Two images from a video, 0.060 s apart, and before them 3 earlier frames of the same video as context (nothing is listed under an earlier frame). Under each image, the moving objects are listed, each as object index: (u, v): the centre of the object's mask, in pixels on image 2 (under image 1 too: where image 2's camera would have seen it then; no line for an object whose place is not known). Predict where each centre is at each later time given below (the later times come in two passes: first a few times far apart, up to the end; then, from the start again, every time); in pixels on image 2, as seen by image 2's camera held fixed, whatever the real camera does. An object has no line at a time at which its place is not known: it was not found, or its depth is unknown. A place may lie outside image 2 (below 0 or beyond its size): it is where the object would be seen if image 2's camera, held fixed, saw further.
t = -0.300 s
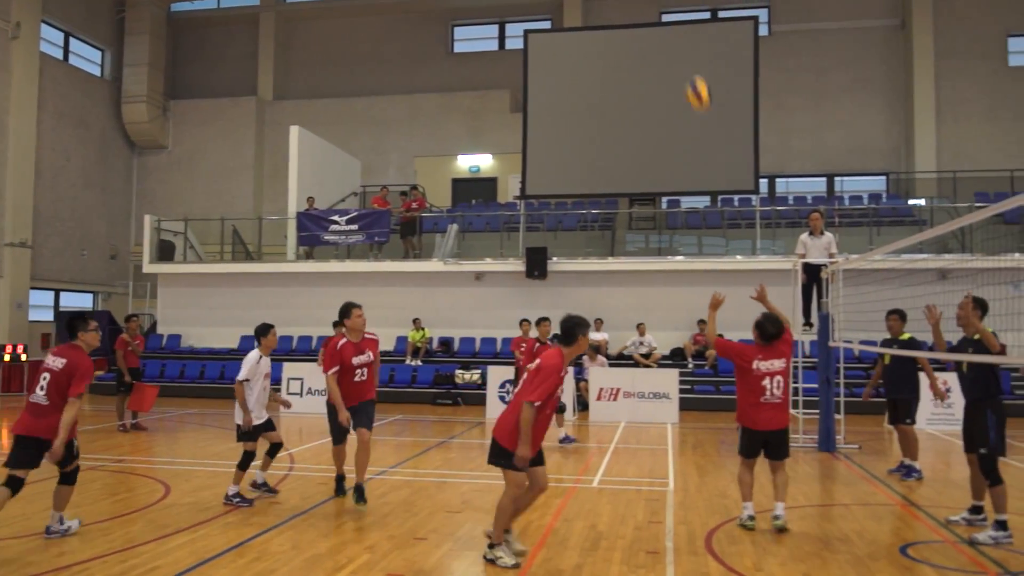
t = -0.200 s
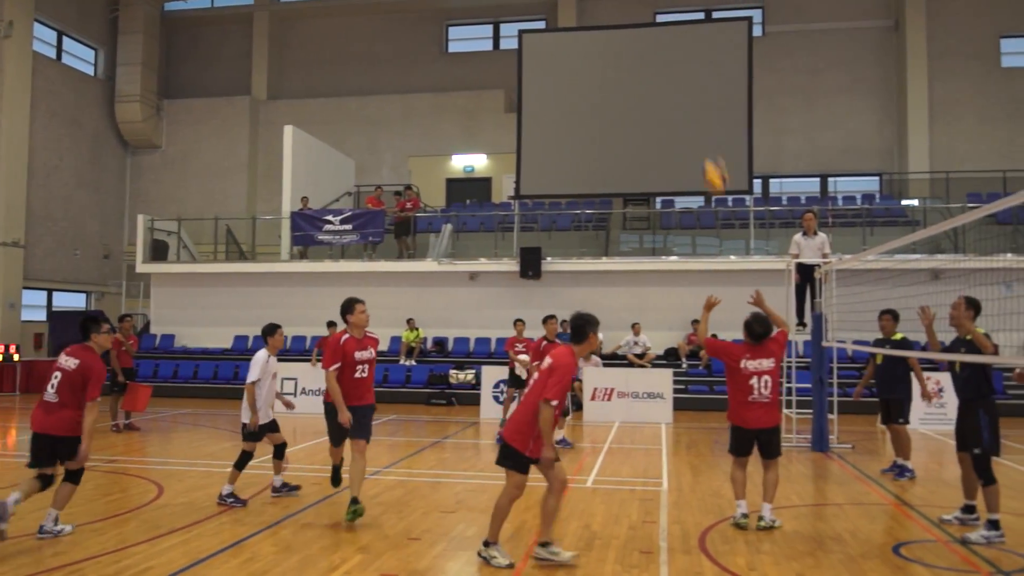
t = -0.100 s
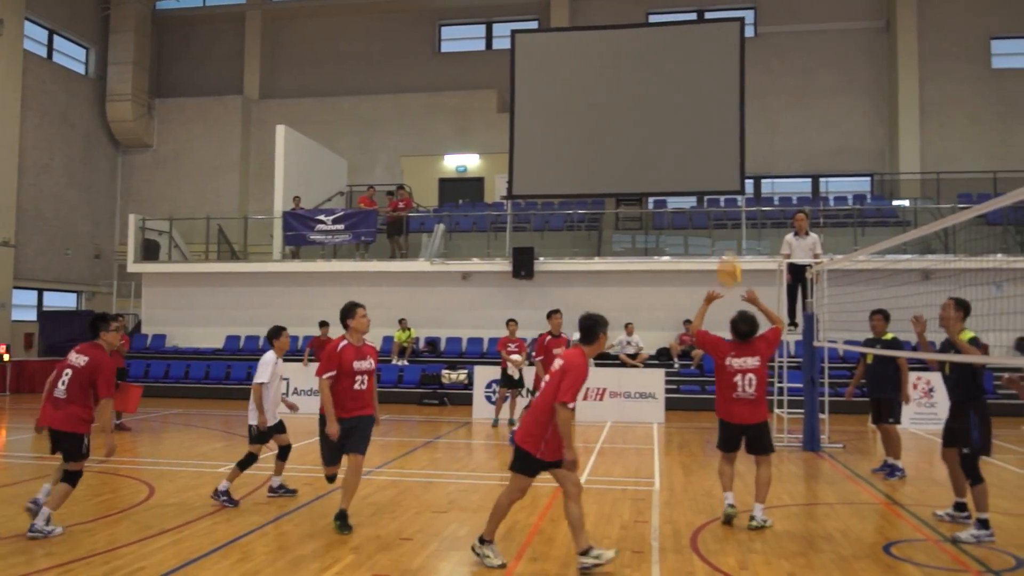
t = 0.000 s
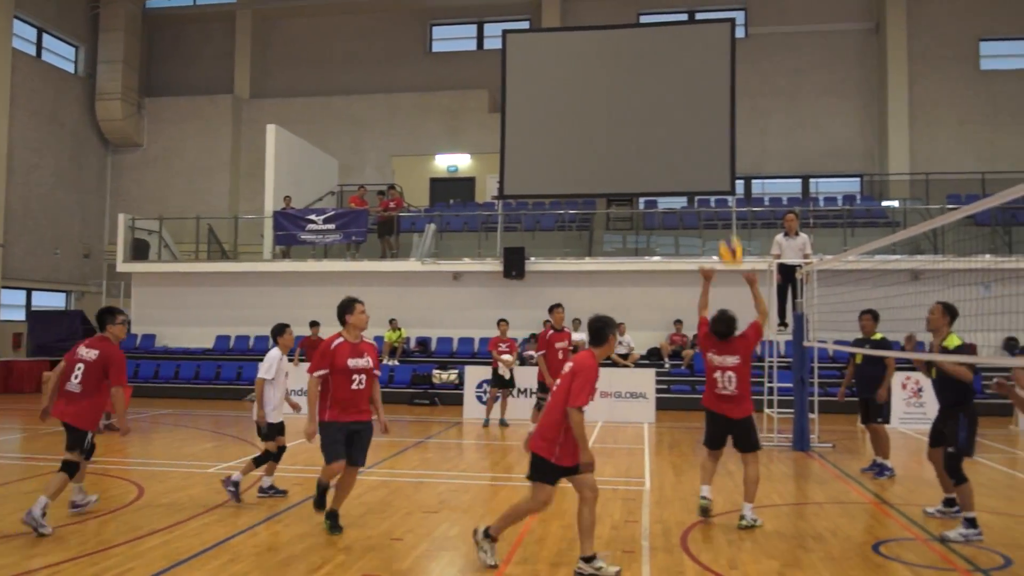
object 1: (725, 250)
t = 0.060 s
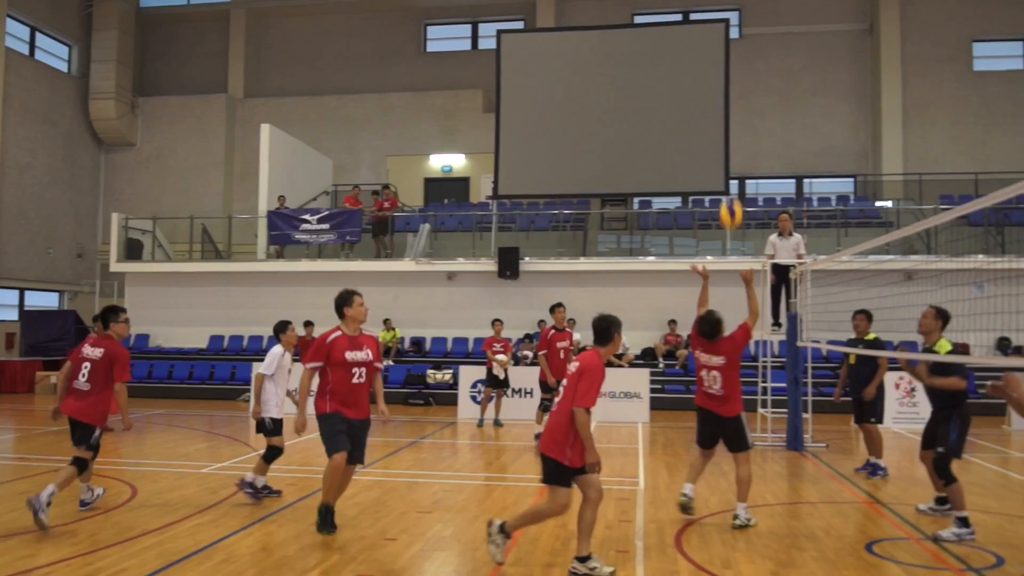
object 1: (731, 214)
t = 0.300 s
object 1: (756, 98)
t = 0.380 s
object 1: (763, 73)
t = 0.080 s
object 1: (733, 202)
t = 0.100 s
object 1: (735, 190)
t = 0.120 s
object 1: (737, 179)
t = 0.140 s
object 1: (739, 168)
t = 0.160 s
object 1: (742, 158)
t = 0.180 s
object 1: (743, 148)
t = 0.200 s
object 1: (746, 138)
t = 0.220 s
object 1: (748, 129)
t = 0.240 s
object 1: (750, 121)
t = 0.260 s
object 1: (752, 112)
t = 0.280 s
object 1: (754, 105)
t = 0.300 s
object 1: (756, 98)
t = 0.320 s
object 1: (758, 90)
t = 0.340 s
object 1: (759, 84)
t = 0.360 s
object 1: (762, 78)
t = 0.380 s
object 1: (763, 73)
